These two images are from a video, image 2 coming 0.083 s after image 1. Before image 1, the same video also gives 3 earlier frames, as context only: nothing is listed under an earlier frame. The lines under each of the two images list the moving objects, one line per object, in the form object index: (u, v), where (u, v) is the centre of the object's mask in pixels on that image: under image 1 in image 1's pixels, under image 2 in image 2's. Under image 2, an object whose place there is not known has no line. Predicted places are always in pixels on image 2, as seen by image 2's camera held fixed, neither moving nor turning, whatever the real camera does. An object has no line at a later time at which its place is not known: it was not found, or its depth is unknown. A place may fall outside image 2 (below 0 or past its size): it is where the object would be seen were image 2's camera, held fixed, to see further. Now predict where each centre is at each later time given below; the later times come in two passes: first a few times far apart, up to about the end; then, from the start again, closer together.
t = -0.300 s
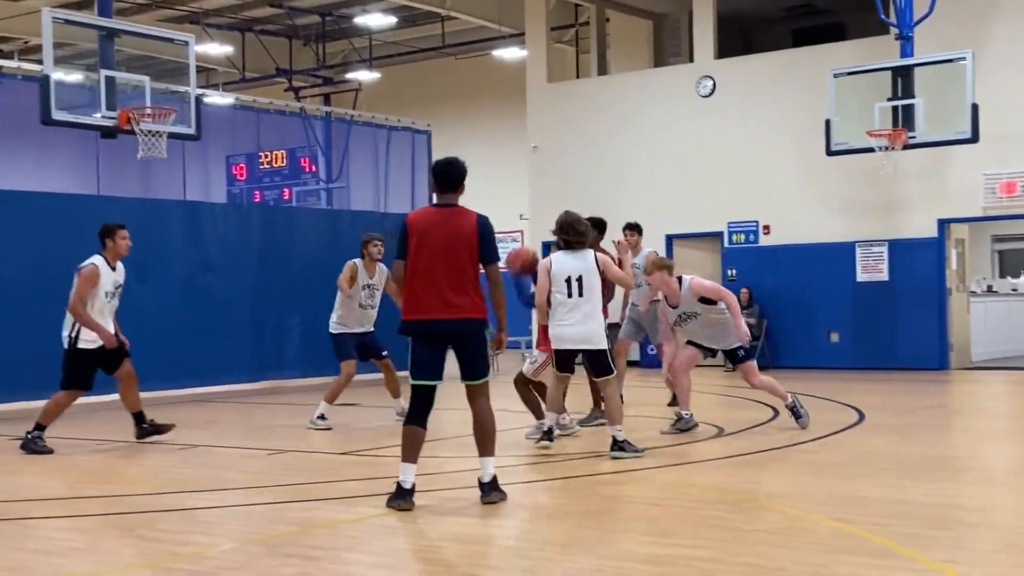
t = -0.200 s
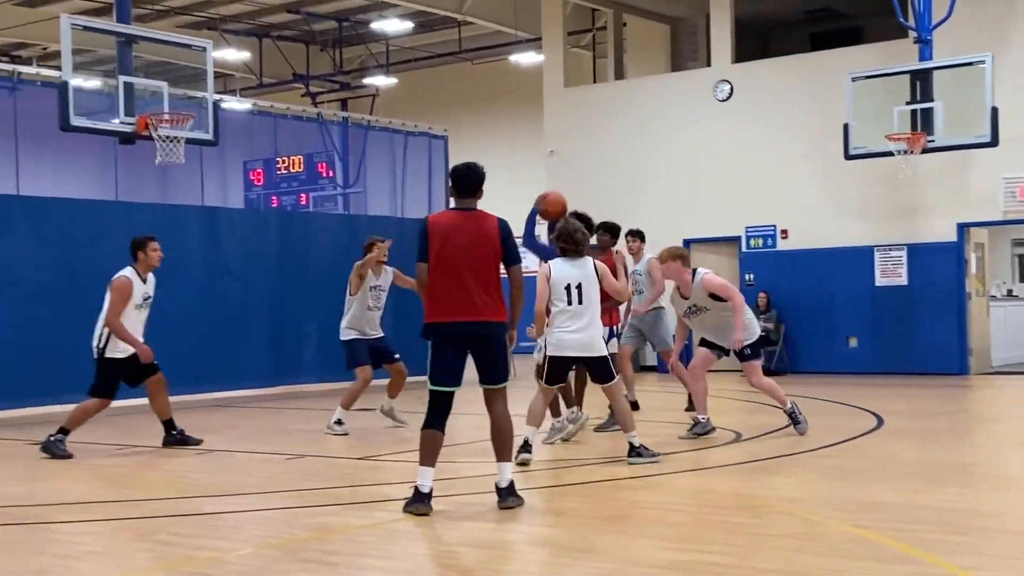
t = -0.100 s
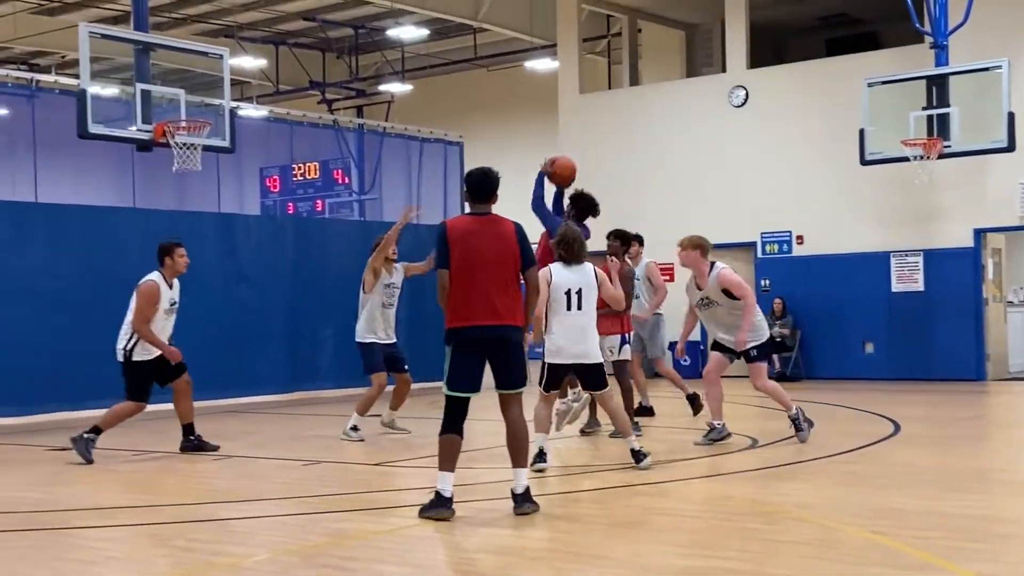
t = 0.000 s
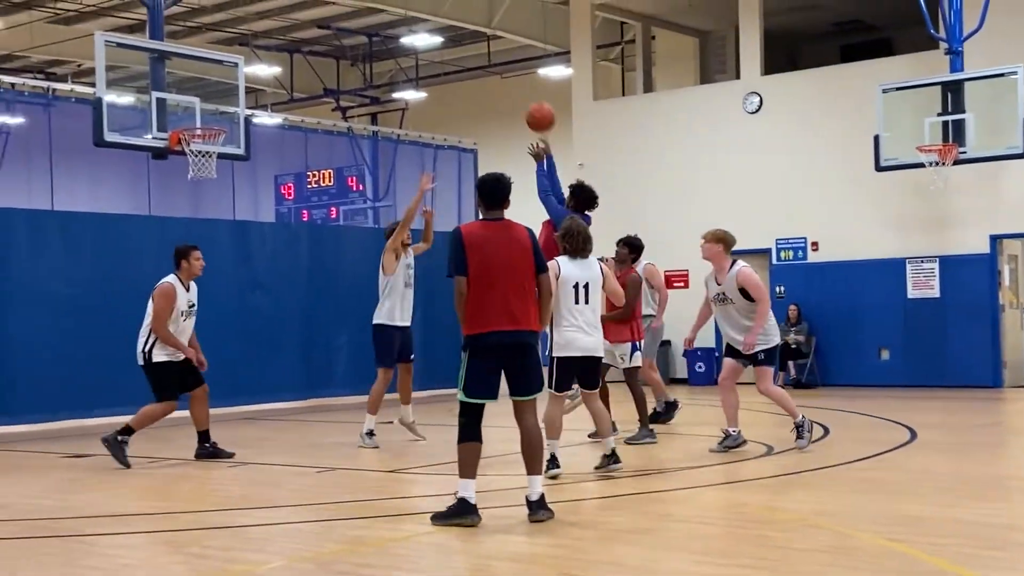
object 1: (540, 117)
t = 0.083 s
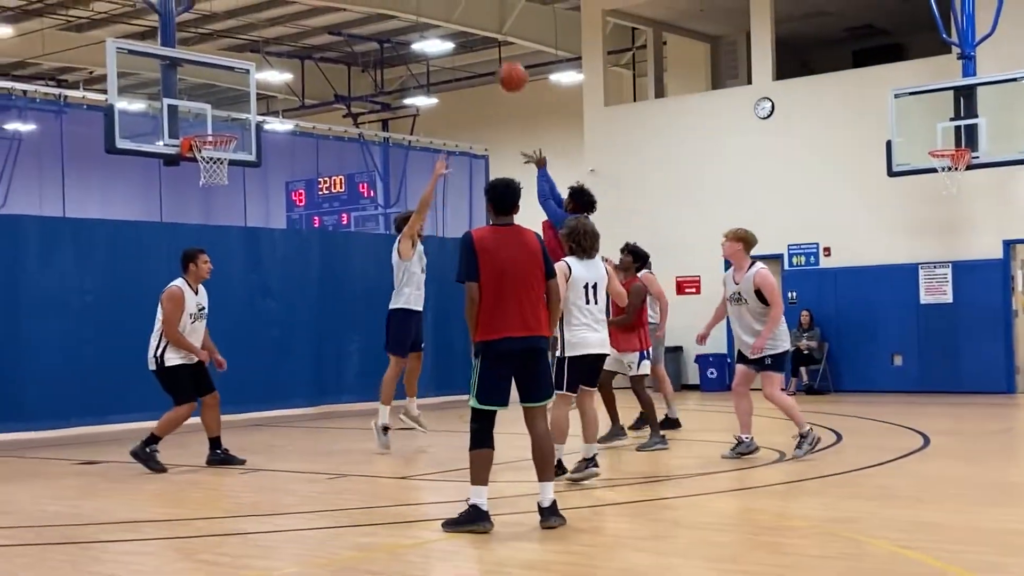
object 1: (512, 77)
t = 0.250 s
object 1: (441, 17)
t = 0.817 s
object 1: (256, 55)
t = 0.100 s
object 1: (505, 69)
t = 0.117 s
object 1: (497, 63)
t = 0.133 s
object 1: (490, 54)
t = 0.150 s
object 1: (483, 49)
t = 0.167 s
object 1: (476, 42)
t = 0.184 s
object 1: (469, 37)
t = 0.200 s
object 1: (462, 32)
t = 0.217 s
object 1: (455, 27)
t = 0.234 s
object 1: (448, 22)
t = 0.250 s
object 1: (441, 17)
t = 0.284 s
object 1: (427, 11)
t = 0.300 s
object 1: (420, 7)
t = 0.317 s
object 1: (414, 4)
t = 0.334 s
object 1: (408, 1)
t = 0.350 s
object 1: (402, -1)
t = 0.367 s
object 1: (396, -2)
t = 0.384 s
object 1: (389, -4)
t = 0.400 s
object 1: (383, -5)
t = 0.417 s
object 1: (377, -6)
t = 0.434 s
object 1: (371, -7)
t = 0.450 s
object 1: (365, -7)
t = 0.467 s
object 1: (360, -8)
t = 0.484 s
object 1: (354, -7)
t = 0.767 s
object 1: (270, 40)
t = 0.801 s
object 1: (261, 50)
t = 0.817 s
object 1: (256, 55)
